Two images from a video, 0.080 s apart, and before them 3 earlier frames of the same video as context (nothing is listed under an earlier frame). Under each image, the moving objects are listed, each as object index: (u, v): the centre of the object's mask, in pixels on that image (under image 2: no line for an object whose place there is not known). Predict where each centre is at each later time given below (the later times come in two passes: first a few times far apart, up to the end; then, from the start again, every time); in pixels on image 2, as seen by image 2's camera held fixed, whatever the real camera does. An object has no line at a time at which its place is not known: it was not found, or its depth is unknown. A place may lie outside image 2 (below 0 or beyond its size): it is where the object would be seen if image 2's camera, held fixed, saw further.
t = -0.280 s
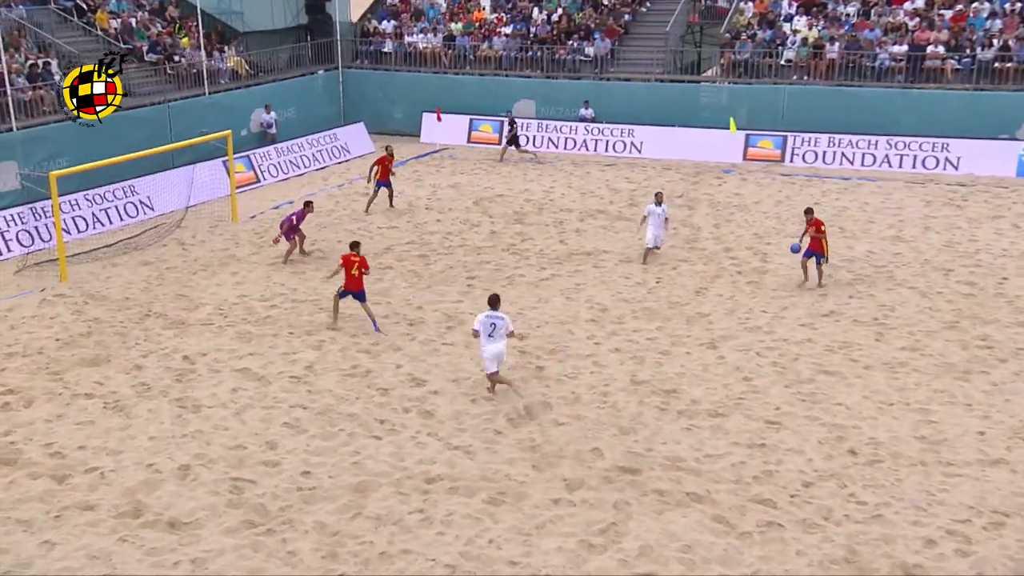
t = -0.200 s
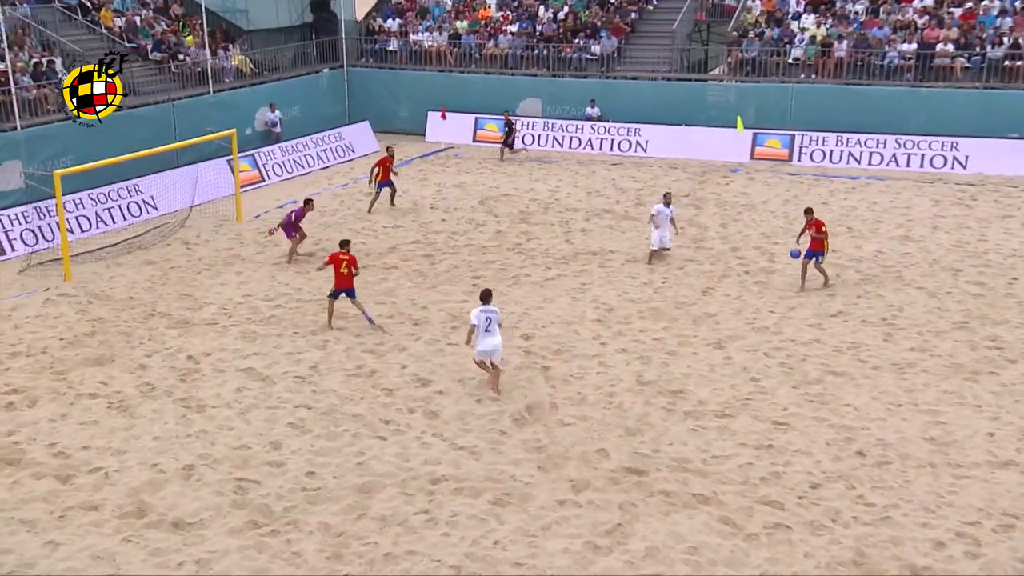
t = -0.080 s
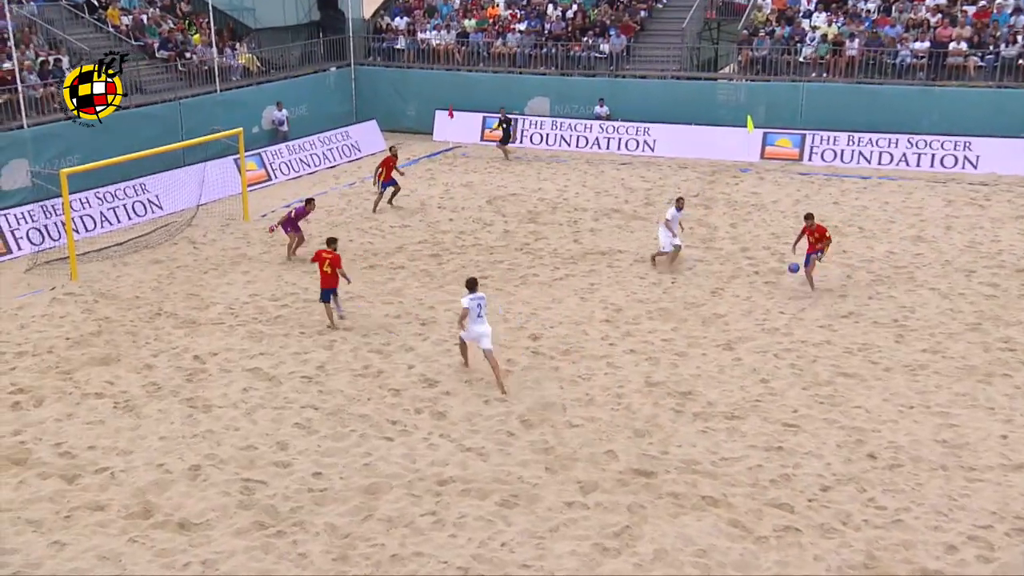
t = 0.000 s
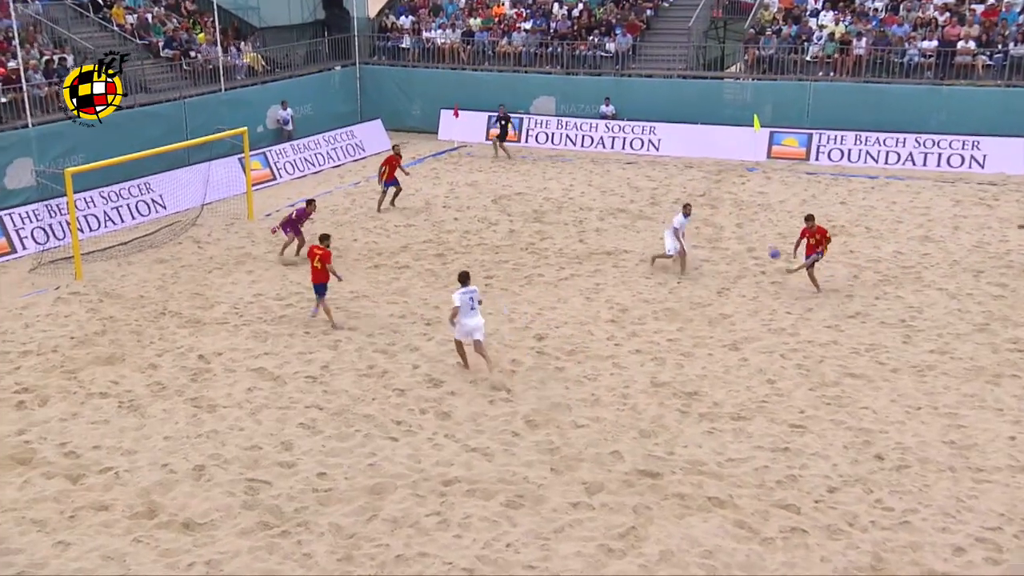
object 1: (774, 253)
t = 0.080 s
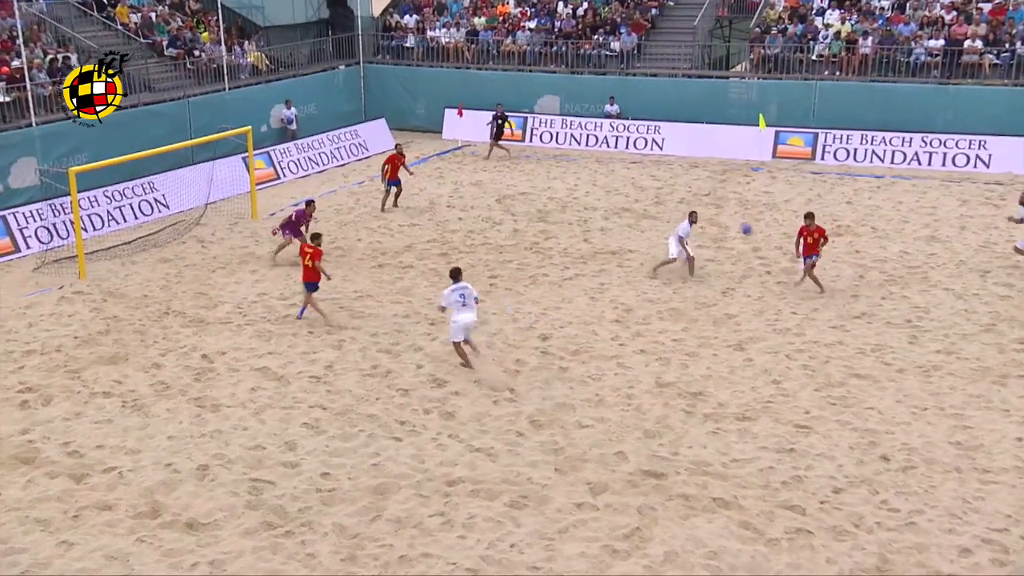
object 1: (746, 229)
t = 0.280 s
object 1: (667, 186)
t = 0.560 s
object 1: (573, 162)
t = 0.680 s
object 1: (536, 163)
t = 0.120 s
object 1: (730, 219)
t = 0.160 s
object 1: (715, 209)
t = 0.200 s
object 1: (699, 200)
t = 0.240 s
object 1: (683, 193)
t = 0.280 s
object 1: (667, 186)
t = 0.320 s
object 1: (653, 180)
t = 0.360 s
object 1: (639, 174)
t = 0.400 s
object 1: (625, 171)
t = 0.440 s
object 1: (612, 168)
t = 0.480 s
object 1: (598, 165)
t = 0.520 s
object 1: (585, 163)
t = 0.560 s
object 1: (573, 162)
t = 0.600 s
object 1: (561, 162)
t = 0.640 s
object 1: (548, 163)
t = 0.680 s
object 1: (536, 163)
